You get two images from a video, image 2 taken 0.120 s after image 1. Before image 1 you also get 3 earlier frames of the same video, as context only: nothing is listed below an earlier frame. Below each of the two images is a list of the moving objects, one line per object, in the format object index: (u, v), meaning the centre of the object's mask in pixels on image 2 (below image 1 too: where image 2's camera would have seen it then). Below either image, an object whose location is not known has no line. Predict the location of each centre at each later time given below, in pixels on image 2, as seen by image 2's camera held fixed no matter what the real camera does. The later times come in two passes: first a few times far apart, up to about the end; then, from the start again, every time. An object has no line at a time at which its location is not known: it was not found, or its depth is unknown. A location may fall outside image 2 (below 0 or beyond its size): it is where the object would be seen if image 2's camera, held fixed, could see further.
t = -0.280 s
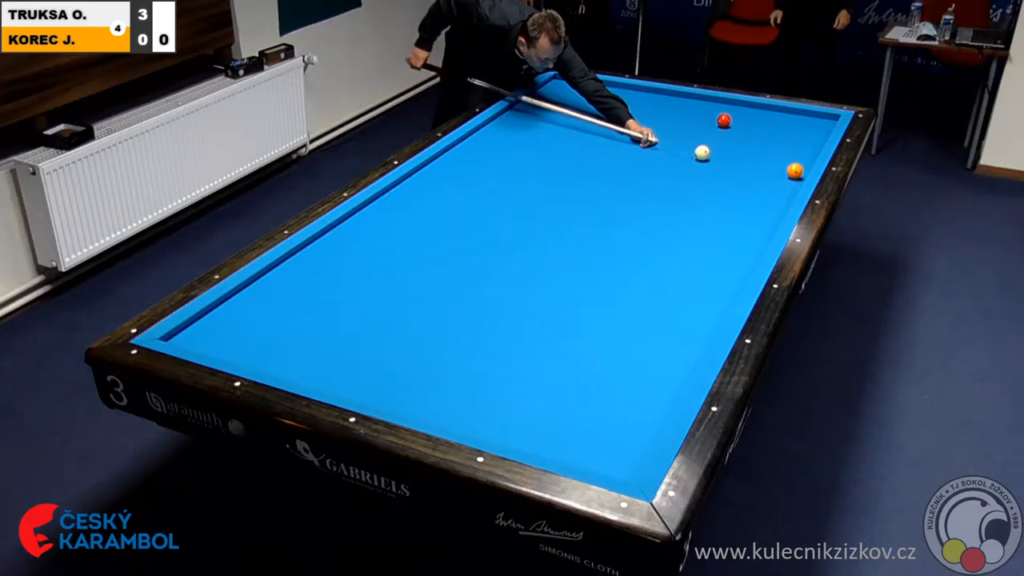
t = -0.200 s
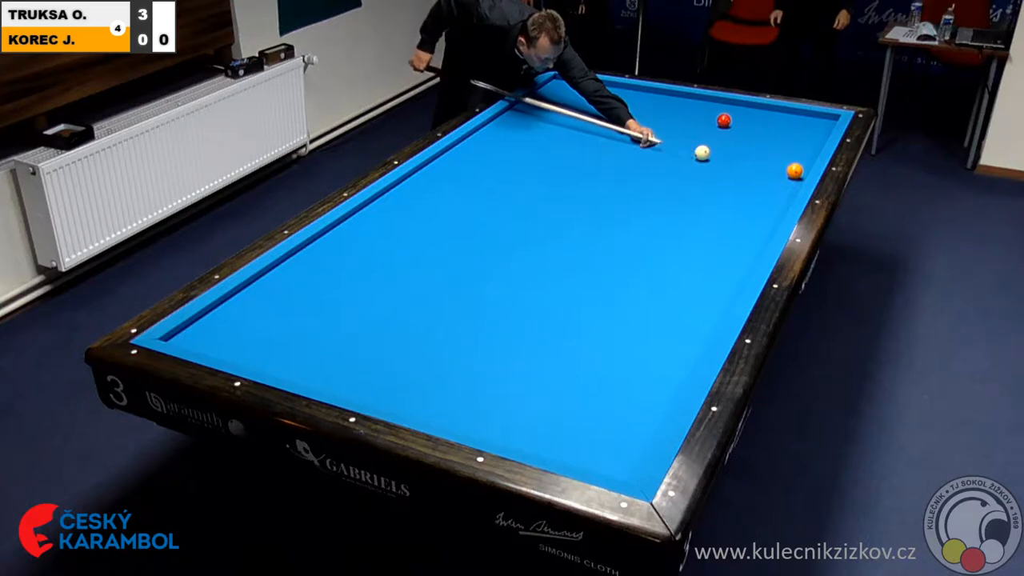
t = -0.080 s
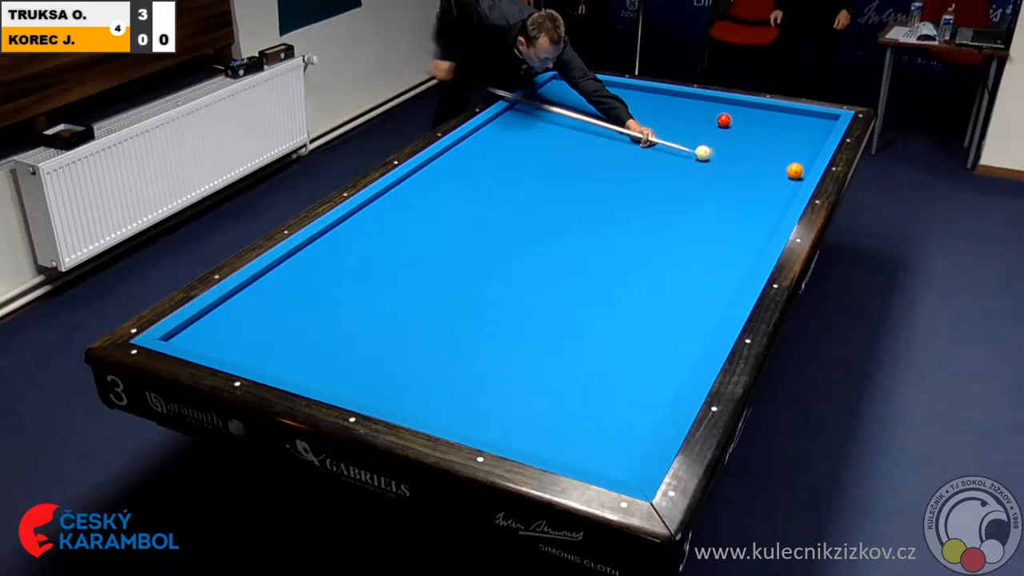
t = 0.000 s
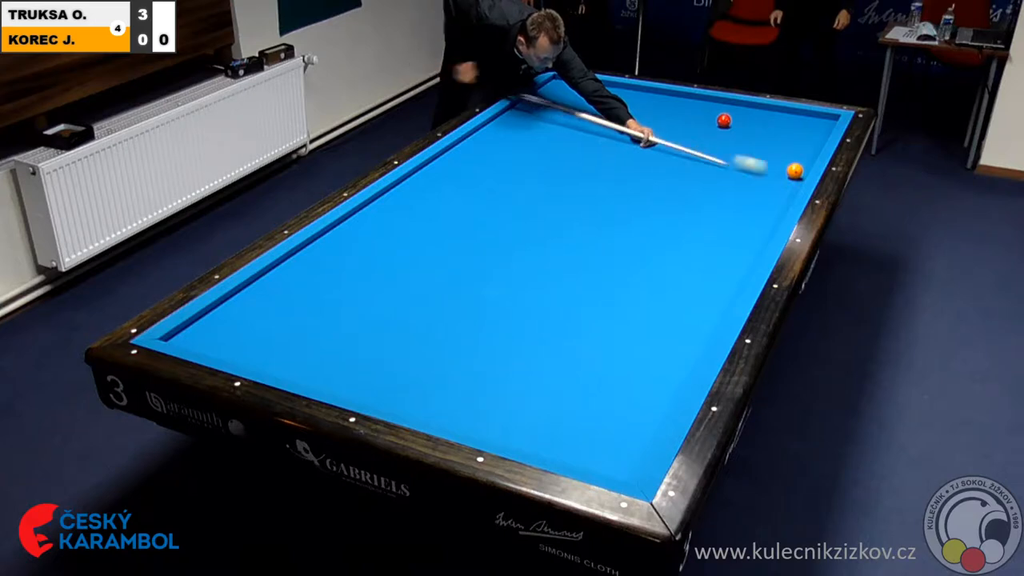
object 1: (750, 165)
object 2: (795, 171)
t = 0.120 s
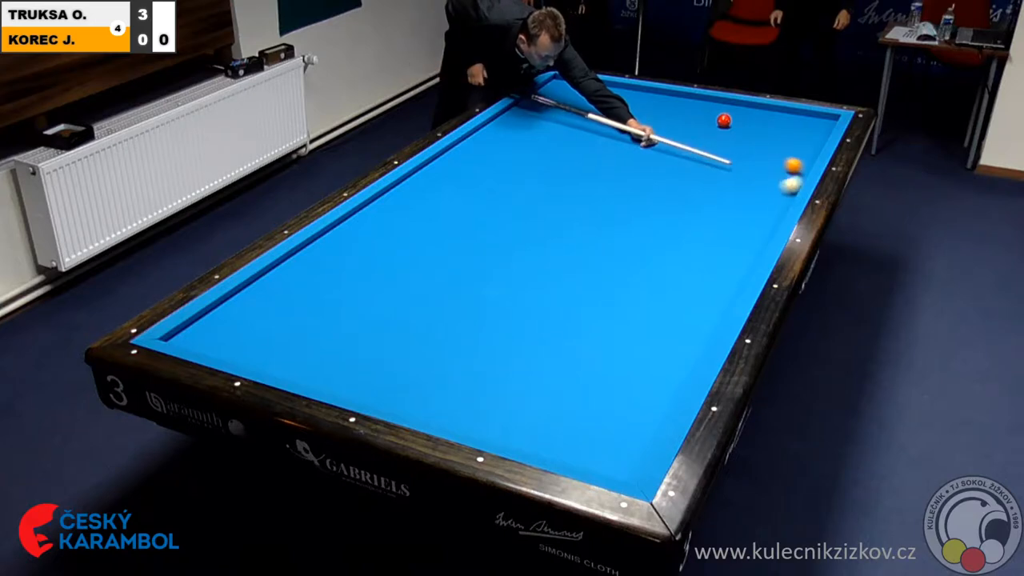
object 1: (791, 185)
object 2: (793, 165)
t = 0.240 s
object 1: (752, 196)
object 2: (771, 156)
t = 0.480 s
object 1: (681, 217)
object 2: (735, 142)
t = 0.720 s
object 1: (605, 240)
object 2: (703, 128)
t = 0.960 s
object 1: (523, 265)
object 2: (674, 116)
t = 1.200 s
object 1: (432, 292)
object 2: (646, 105)
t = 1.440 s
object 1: (333, 323)
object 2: (621, 94)
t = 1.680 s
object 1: (226, 350)
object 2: (597, 85)
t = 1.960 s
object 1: (231, 308)
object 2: (567, 80)
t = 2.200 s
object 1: (297, 292)
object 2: (559, 82)
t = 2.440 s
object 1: (359, 277)
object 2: (567, 89)
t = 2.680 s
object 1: (415, 263)
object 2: (576, 95)
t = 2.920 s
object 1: (468, 251)
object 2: (584, 101)
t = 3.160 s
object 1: (517, 239)
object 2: (593, 107)
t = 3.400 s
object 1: (563, 227)
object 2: (601, 114)
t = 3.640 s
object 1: (607, 217)
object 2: (609, 120)
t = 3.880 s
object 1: (648, 207)
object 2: (618, 126)
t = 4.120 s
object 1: (686, 198)
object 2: (627, 132)
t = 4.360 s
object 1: (723, 189)
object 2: (635, 138)
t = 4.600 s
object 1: (757, 180)
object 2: (644, 145)
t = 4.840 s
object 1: (790, 172)
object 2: (653, 151)
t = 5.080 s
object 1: (799, 164)
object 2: (661, 157)
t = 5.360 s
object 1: (791, 152)
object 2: (671, 164)
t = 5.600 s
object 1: (784, 144)
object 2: (680, 171)
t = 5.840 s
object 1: (778, 136)
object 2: (688, 177)
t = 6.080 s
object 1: (773, 128)
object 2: (697, 183)
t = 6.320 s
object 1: (767, 121)
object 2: (705, 188)
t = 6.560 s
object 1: (763, 114)
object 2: (713, 194)
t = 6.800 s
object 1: (758, 108)
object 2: (721, 200)
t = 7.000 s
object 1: (753, 105)
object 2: (728, 204)
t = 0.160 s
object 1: (778, 189)
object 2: (785, 162)
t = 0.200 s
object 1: (765, 192)
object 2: (777, 159)
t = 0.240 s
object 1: (752, 196)
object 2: (771, 156)
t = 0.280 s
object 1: (740, 199)
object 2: (764, 154)
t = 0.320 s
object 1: (729, 203)
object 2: (758, 151)
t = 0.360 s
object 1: (717, 207)
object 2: (753, 149)
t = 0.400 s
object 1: (705, 210)
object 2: (747, 146)
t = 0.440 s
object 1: (693, 214)
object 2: (741, 144)
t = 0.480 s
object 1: (681, 217)
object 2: (735, 142)
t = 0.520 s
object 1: (668, 221)
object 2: (730, 139)
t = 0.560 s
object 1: (656, 224)
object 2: (725, 137)
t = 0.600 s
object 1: (644, 228)
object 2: (719, 135)
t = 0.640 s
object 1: (631, 232)
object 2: (714, 133)
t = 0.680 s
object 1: (618, 236)
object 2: (708, 130)
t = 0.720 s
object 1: (605, 240)
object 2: (703, 128)
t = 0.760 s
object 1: (592, 244)
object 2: (698, 126)
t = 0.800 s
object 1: (578, 248)
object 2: (693, 124)
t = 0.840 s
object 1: (565, 252)
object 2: (688, 122)
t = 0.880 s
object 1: (551, 256)
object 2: (684, 120)
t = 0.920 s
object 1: (537, 260)
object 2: (679, 118)
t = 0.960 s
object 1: (523, 265)
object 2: (674, 116)
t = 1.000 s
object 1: (508, 269)
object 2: (669, 114)
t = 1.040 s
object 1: (493, 273)
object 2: (665, 113)
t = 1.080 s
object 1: (478, 278)
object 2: (660, 111)
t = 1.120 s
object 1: (463, 283)
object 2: (655, 109)
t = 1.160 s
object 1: (447, 287)
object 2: (651, 107)
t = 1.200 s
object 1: (432, 292)
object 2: (646, 105)
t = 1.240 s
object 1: (416, 297)
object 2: (642, 103)
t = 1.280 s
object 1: (400, 301)
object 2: (638, 102)
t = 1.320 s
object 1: (384, 307)
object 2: (634, 100)
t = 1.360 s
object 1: (366, 312)
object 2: (630, 98)
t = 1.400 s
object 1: (350, 317)
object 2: (625, 96)
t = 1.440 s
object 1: (333, 323)
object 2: (621, 94)
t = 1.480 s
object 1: (315, 328)
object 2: (617, 93)
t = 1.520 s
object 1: (297, 333)
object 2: (613, 91)
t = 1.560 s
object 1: (279, 339)
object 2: (609, 90)
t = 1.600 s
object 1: (260, 344)
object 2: (605, 88)
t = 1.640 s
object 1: (242, 350)
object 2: (601, 86)
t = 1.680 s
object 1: (226, 350)
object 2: (597, 85)
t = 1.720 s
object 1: (221, 346)
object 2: (594, 83)
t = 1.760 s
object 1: (219, 338)
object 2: (590, 82)
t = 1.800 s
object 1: (217, 330)
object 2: (586, 80)
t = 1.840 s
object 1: (215, 322)
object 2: (581, 80)
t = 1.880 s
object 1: (213, 315)
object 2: (576, 80)
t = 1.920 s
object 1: (218, 310)
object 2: (572, 80)
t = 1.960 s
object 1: (231, 308)
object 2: (567, 80)
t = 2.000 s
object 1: (242, 306)
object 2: (562, 79)
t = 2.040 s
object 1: (254, 302)
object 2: (557, 79)
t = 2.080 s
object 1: (265, 300)
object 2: (554, 79)
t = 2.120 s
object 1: (276, 297)
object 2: (556, 81)
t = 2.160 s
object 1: (287, 295)
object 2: (557, 81)
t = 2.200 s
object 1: (297, 292)
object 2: (559, 82)
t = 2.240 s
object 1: (308, 289)
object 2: (560, 84)
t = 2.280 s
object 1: (319, 287)
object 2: (562, 85)
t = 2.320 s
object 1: (329, 284)
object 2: (563, 86)
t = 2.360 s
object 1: (339, 282)
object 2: (564, 87)
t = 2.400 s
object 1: (349, 279)
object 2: (566, 88)
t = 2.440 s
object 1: (359, 277)
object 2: (567, 89)
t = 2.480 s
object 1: (368, 275)
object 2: (569, 90)
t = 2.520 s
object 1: (378, 272)
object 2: (570, 91)
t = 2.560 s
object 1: (388, 270)
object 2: (572, 92)
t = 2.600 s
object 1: (397, 268)
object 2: (573, 93)
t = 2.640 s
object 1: (406, 265)
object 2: (574, 94)
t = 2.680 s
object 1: (415, 263)
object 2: (576, 95)
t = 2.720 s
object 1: (424, 261)
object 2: (577, 96)
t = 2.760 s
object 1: (433, 259)
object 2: (579, 97)
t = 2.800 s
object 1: (442, 257)
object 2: (580, 98)
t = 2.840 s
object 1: (450, 255)
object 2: (581, 99)
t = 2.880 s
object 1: (459, 253)
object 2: (583, 100)
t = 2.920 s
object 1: (468, 251)
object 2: (584, 101)
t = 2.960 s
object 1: (476, 249)
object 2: (585, 102)
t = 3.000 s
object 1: (484, 246)
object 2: (587, 103)
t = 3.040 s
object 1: (493, 244)
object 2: (588, 104)
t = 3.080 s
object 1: (501, 243)
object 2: (590, 105)
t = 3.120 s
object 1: (509, 241)
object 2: (591, 106)
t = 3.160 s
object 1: (517, 239)
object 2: (593, 107)
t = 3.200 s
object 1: (525, 237)
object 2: (594, 108)
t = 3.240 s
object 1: (532, 235)
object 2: (595, 110)
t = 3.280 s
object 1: (541, 233)
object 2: (597, 110)
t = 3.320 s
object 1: (548, 231)
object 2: (598, 112)
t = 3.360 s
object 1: (556, 229)
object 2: (600, 113)
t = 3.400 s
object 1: (563, 227)
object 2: (601, 114)
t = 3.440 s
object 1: (571, 226)
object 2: (602, 115)
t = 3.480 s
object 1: (578, 224)
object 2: (604, 116)
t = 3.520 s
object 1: (585, 222)
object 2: (605, 117)
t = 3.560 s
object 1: (593, 220)
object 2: (606, 118)
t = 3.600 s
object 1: (599, 219)
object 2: (608, 119)
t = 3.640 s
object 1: (607, 217)
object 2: (609, 120)
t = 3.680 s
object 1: (614, 215)
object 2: (611, 121)
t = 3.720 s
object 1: (620, 214)
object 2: (612, 122)
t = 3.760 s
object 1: (627, 212)
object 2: (614, 123)
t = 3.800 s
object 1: (634, 210)
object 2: (615, 124)
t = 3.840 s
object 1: (641, 209)
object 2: (616, 125)
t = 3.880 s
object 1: (648, 207)
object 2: (618, 126)
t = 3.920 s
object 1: (654, 206)
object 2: (619, 127)
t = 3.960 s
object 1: (660, 204)
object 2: (621, 128)
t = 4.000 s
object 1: (667, 202)
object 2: (622, 129)
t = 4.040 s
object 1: (673, 201)
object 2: (624, 130)
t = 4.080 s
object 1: (680, 199)
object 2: (625, 131)
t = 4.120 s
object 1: (686, 198)
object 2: (627, 132)
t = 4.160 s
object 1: (692, 196)
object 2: (628, 133)
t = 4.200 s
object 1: (698, 195)
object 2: (629, 134)
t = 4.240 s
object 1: (705, 193)
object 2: (631, 135)
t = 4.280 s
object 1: (711, 191)
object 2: (632, 137)
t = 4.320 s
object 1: (717, 190)
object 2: (634, 137)
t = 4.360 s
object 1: (723, 189)
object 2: (635, 138)
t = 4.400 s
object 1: (729, 187)
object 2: (637, 140)
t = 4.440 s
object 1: (735, 186)
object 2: (638, 141)
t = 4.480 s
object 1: (741, 184)
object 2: (639, 142)
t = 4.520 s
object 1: (746, 183)
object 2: (641, 143)
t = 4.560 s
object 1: (751, 182)
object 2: (642, 144)
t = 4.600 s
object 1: (757, 180)
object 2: (644, 145)
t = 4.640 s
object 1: (763, 179)
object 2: (645, 146)
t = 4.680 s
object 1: (768, 178)
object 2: (647, 147)
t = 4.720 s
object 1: (774, 176)
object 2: (648, 148)
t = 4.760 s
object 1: (779, 175)
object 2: (650, 149)
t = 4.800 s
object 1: (784, 174)
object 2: (651, 150)
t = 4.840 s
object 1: (790, 172)
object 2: (653, 151)
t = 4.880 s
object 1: (795, 171)
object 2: (654, 152)
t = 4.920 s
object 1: (800, 170)
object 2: (655, 153)
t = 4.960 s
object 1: (803, 168)
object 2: (657, 154)
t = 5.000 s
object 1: (801, 167)
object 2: (658, 155)
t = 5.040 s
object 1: (800, 165)
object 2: (660, 156)
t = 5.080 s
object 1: (799, 164)
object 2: (661, 157)
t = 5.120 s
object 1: (797, 162)
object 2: (662, 158)
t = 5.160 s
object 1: (796, 160)
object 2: (664, 159)
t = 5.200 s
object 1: (795, 159)
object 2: (665, 161)
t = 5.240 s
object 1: (794, 157)
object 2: (667, 161)
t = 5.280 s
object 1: (793, 155)
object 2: (668, 162)
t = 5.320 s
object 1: (792, 154)
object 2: (670, 163)
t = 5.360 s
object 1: (791, 152)
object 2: (671, 164)
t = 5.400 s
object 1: (789, 151)
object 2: (673, 166)
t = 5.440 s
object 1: (788, 149)
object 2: (674, 167)
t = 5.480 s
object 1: (787, 148)
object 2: (675, 168)
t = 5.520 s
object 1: (786, 147)
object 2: (677, 168)
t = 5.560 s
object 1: (785, 145)
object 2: (678, 170)
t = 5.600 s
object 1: (784, 144)
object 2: (680, 171)
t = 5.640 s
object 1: (783, 142)
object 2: (681, 172)
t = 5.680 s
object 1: (782, 141)
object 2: (683, 173)
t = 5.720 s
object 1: (781, 139)
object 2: (684, 173)
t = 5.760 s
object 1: (780, 138)
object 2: (685, 175)
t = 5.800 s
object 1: (779, 137)
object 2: (687, 176)
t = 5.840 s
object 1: (778, 136)
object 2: (688, 177)
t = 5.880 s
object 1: (777, 134)
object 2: (690, 177)
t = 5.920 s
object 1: (776, 133)
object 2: (691, 179)
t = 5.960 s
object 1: (775, 132)
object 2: (692, 180)
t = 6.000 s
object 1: (774, 130)
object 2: (694, 181)
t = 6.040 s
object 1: (773, 129)
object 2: (695, 182)
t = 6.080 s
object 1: (773, 128)
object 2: (697, 183)
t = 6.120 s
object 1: (772, 127)
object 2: (698, 184)
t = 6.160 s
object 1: (771, 125)
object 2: (700, 184)
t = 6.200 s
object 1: (770, 124)
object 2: (701, 185)
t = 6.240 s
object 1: (770, 123)
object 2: (702, 186)
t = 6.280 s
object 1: (768, 122)
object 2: (704, 188)
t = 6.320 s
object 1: (767, 121)
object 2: (705, 188)
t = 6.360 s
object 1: (767, 120)
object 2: (707, 189)
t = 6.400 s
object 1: (766, 119)
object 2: (708, 190)
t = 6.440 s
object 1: (765, 118)
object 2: (709, 191)
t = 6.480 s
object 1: (764, 117)
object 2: (711, 192)
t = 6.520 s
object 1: (763, 115)
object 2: (712, 193)
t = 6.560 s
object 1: (763, 114)
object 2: (713, 194)
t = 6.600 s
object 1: (762, 113)
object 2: (715, 195)
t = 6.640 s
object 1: (761, 112)
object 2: (716, 196)
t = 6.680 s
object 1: (760, 111)
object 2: (717, 197)
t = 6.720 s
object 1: (759, 110)
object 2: (719, 198)
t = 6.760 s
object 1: (759, 109)
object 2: (720, 199)
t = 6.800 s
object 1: (758, 108)
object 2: (721, 200)
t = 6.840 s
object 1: (757, 107)
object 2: (723, 201)
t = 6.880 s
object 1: (757, 106)
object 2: (724, 201)
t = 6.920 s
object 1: (756, 105)
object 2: (726, 203)
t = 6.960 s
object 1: (755, 105)
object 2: (727, 203)
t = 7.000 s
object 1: (753, 105)
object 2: (728, 204)
